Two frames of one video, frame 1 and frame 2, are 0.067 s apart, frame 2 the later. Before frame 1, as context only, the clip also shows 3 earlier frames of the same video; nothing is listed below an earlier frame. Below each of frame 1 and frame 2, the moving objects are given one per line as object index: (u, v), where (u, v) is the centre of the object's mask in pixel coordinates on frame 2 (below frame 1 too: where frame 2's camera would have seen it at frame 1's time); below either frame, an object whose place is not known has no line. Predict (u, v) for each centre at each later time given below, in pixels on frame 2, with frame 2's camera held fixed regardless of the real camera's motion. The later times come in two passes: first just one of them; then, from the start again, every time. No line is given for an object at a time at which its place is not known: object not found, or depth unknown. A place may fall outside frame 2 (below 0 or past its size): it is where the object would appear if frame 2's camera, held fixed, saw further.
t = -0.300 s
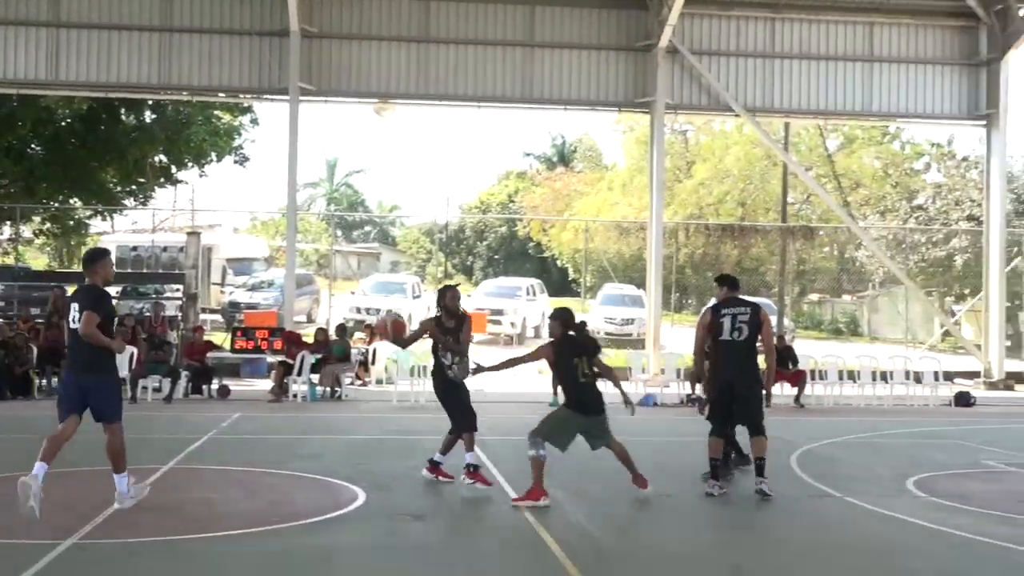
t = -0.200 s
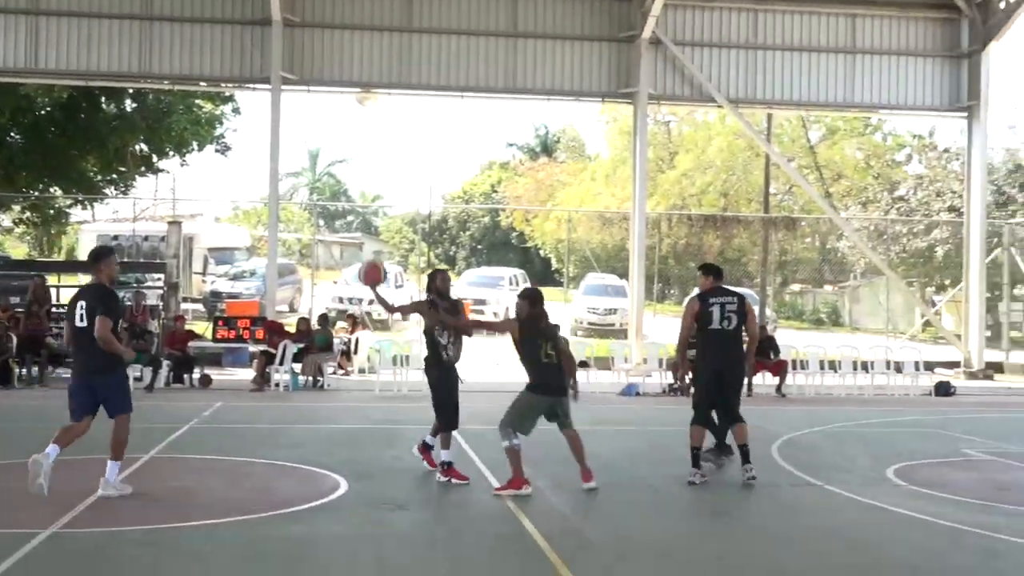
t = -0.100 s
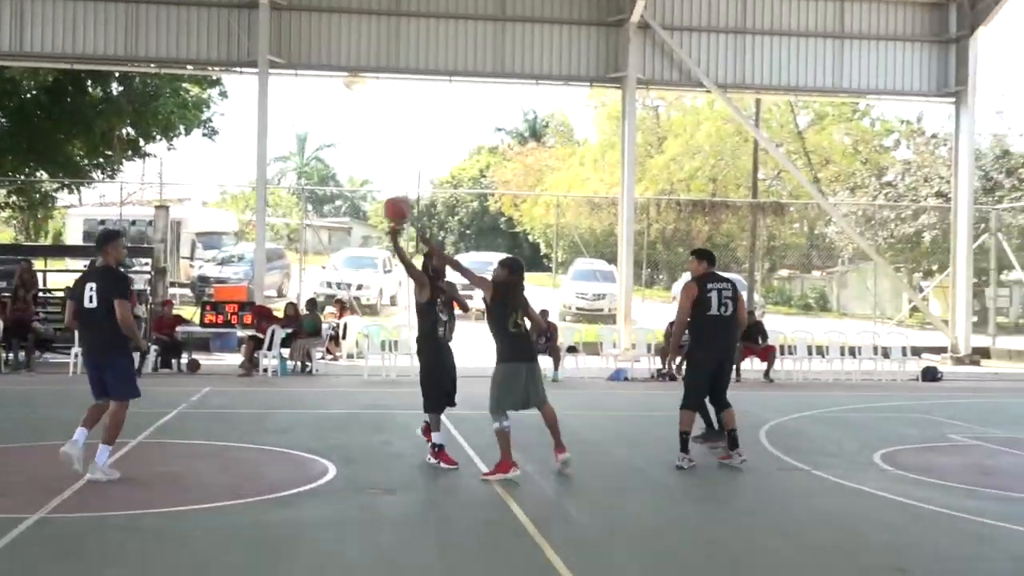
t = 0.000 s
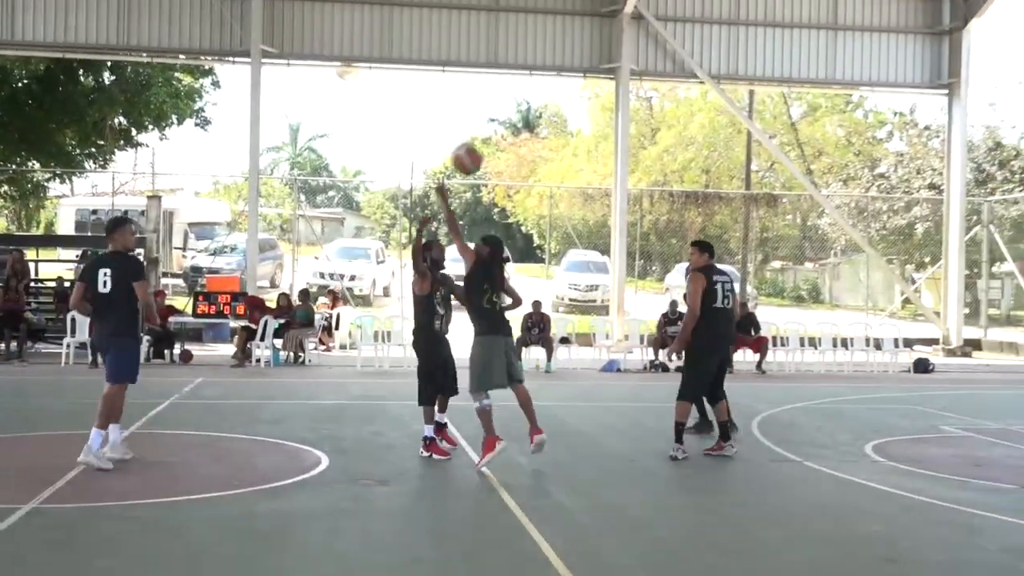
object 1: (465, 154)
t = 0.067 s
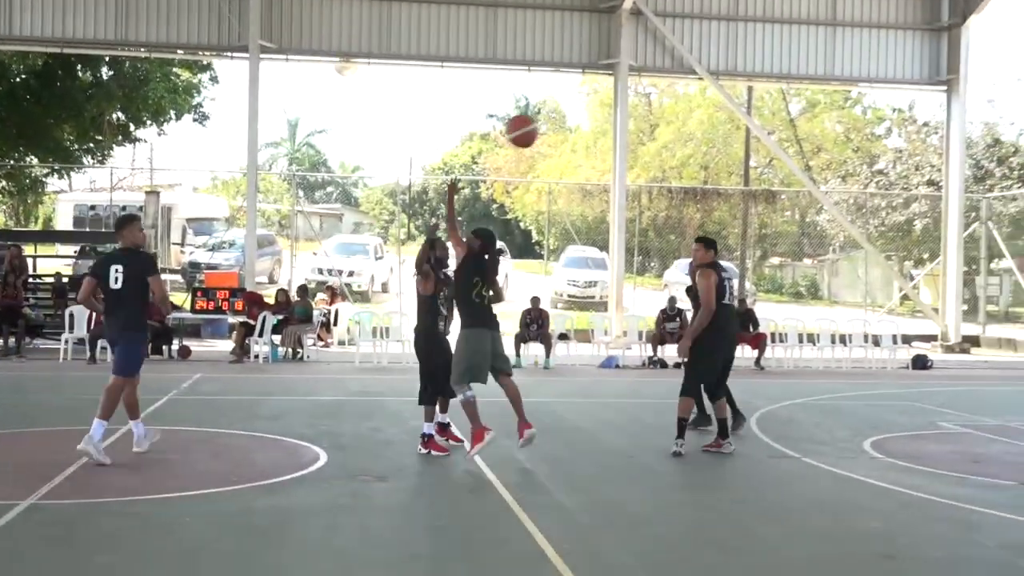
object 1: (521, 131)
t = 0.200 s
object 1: (647, 98)
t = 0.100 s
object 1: (551, 121)
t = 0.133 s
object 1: (582, 112)
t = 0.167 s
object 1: (615, 104)
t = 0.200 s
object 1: (647, 98)
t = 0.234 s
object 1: (683, 92)
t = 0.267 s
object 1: (721, 88)
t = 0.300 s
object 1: (760, 87)
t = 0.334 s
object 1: (800, 85)
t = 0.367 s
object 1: (843, 87)
